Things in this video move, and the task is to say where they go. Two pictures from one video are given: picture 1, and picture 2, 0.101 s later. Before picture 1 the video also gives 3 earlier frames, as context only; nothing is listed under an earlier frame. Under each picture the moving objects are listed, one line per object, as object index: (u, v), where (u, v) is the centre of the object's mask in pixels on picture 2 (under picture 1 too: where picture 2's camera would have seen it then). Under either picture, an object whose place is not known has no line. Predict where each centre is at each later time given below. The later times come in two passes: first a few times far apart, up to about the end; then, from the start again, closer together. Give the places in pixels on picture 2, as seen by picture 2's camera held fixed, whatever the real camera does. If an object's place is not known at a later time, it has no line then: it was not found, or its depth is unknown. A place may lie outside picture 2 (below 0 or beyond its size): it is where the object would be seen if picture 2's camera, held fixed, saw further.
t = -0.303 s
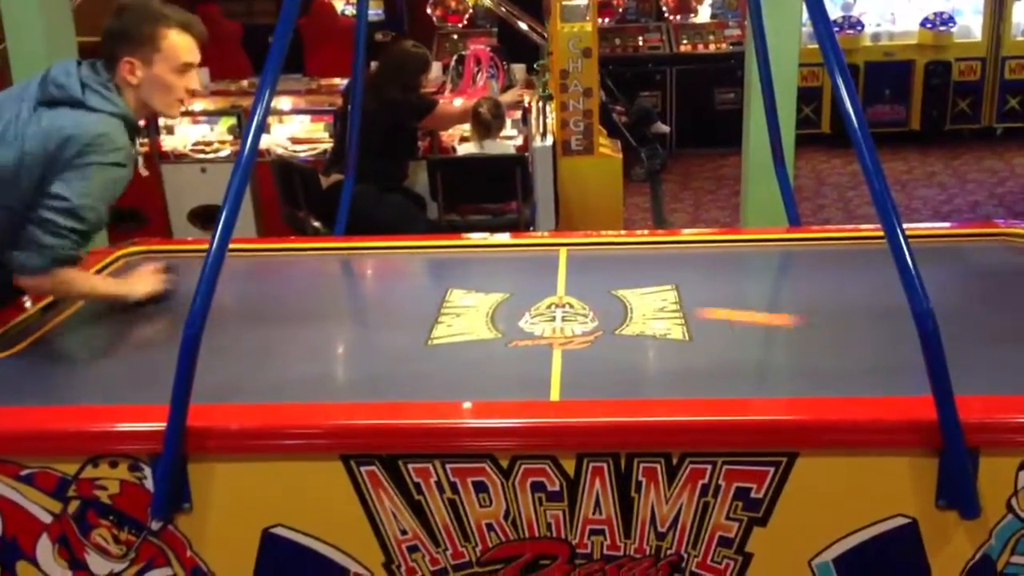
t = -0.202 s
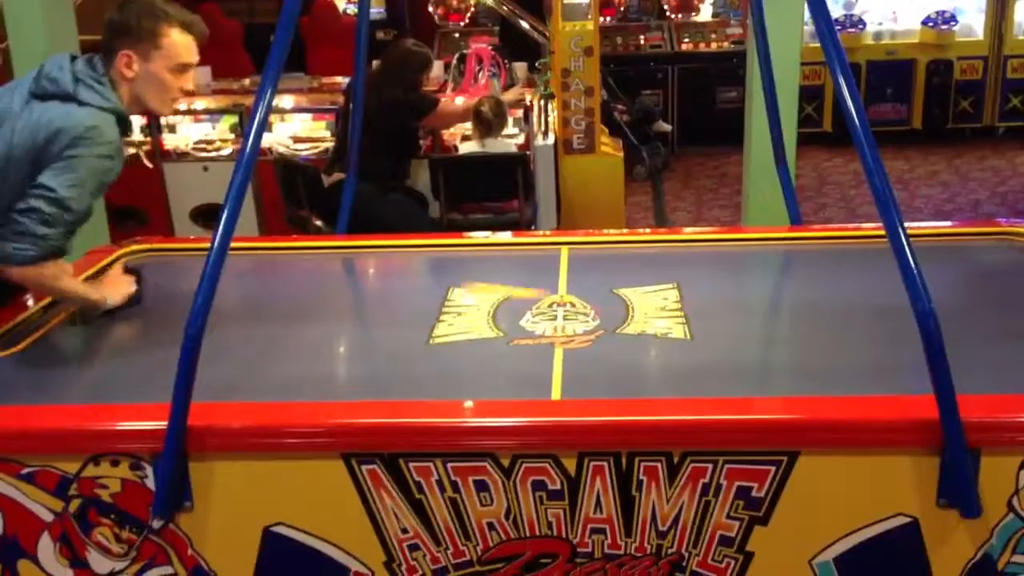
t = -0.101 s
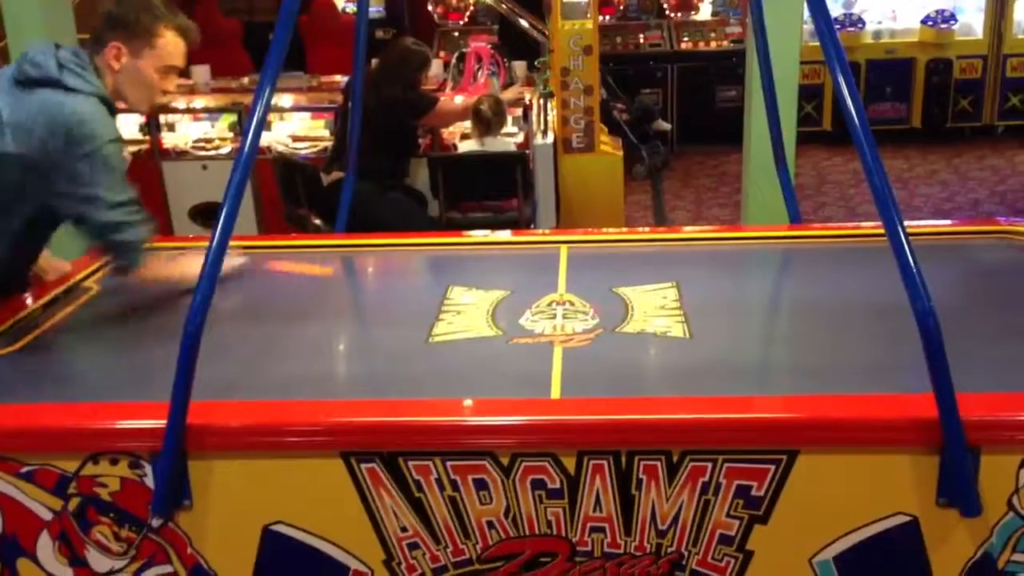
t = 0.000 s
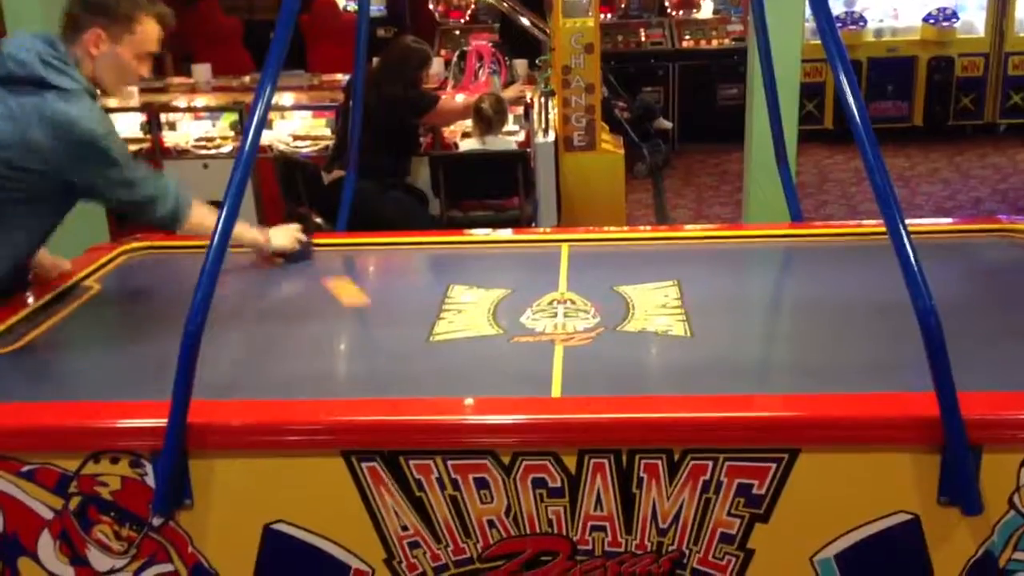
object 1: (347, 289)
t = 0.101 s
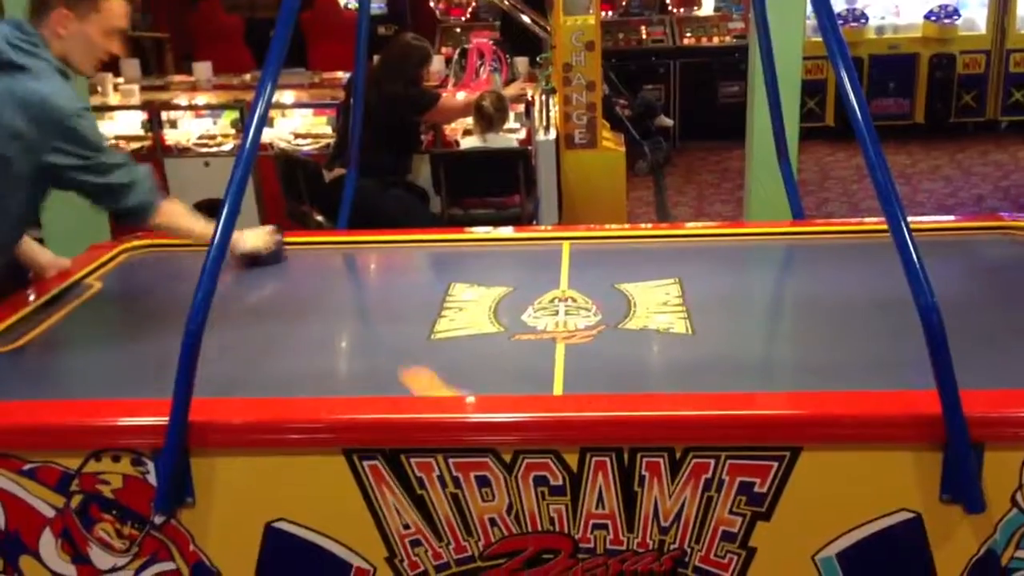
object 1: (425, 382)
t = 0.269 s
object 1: (608, 273)
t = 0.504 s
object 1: (794, 333)
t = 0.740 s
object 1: (897, 311)
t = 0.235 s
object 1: (582, 293)
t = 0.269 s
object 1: (608, 273)
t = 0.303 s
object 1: (631, 255)
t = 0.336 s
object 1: (656, 242)
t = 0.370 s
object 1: (677, 256)
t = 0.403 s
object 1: (702, 272)
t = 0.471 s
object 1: (758, 310)
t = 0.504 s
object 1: (794, 333)
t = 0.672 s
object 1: (896, 344)
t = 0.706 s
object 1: (897, 327)
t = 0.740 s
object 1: (897, 311)
